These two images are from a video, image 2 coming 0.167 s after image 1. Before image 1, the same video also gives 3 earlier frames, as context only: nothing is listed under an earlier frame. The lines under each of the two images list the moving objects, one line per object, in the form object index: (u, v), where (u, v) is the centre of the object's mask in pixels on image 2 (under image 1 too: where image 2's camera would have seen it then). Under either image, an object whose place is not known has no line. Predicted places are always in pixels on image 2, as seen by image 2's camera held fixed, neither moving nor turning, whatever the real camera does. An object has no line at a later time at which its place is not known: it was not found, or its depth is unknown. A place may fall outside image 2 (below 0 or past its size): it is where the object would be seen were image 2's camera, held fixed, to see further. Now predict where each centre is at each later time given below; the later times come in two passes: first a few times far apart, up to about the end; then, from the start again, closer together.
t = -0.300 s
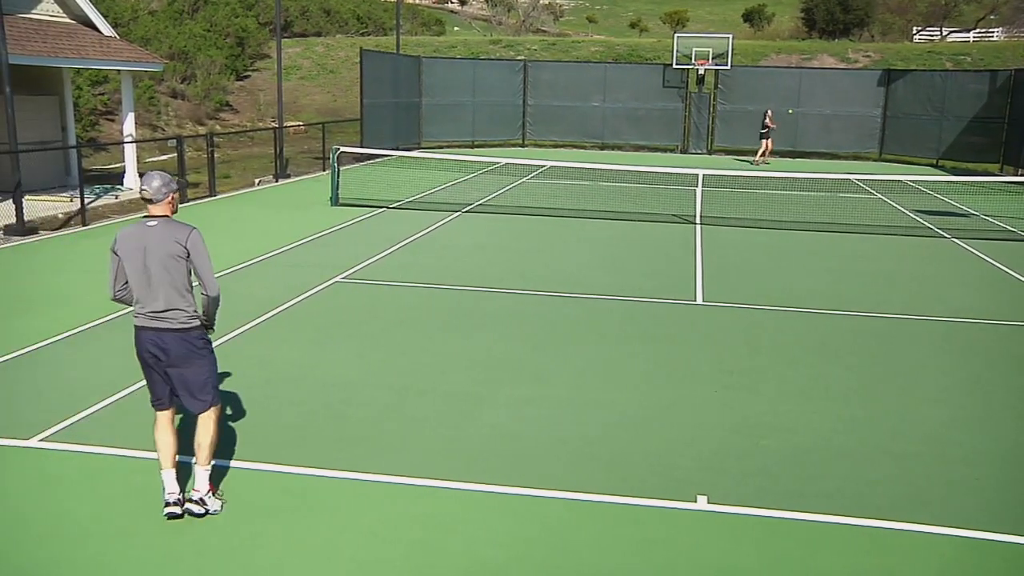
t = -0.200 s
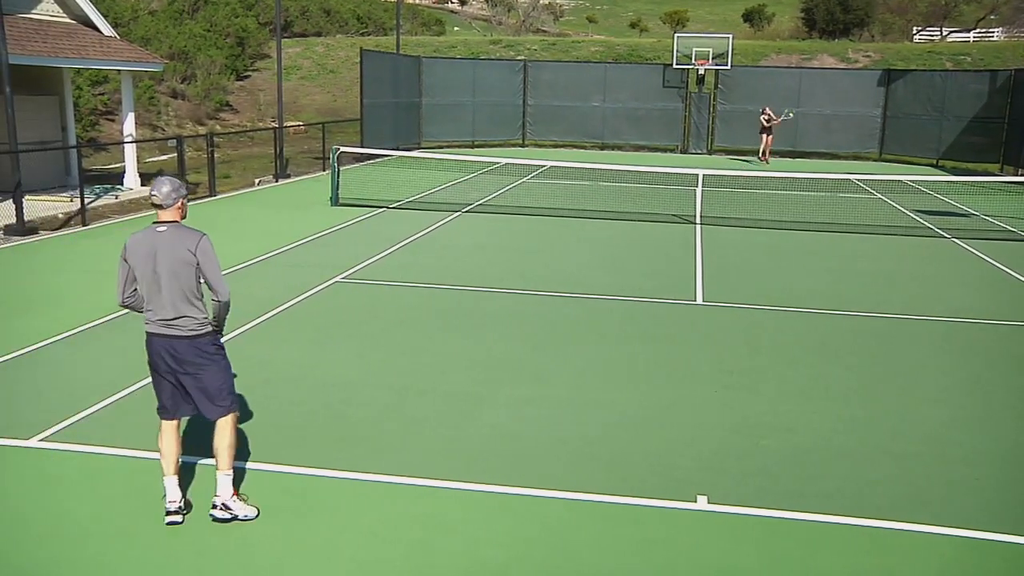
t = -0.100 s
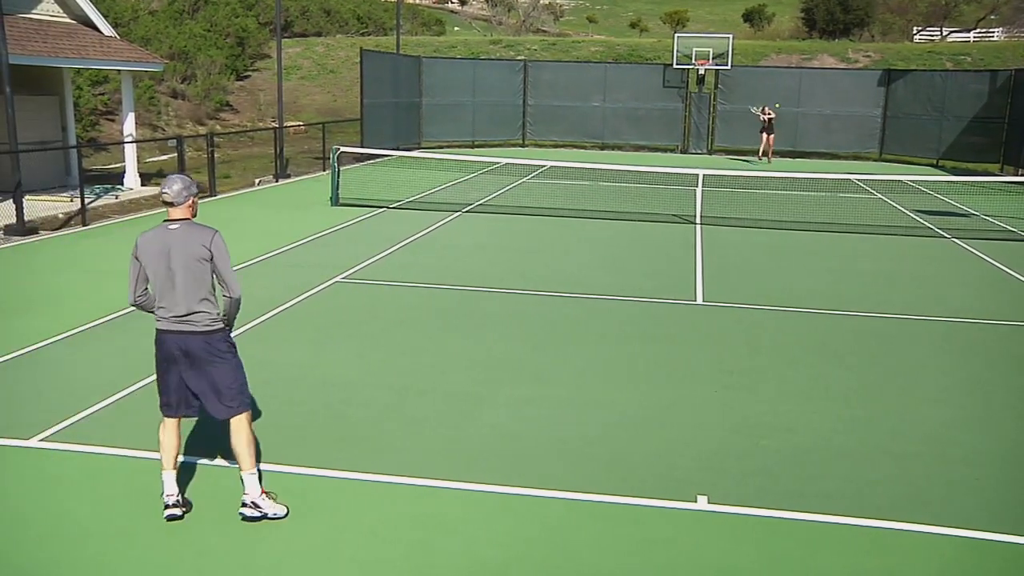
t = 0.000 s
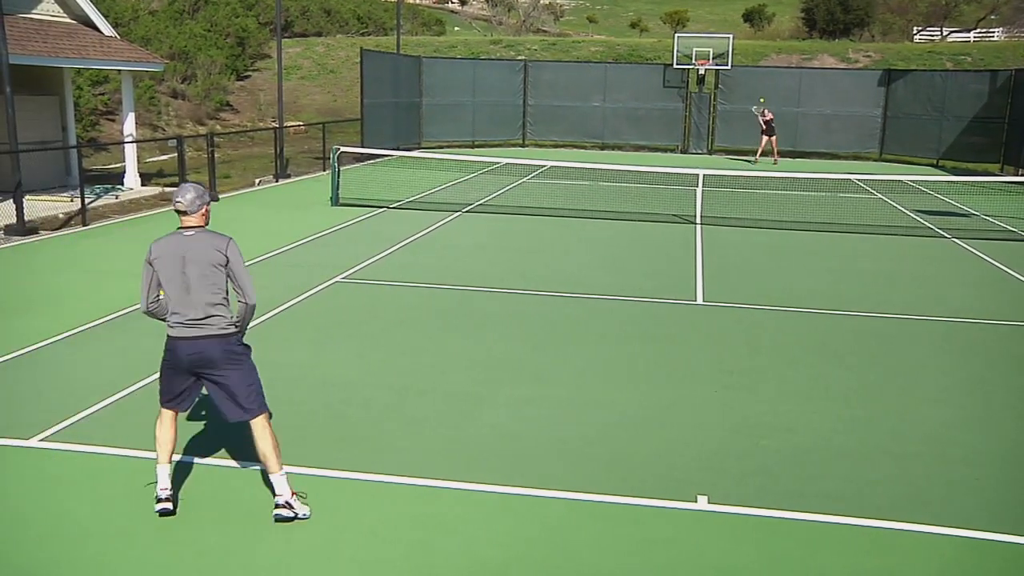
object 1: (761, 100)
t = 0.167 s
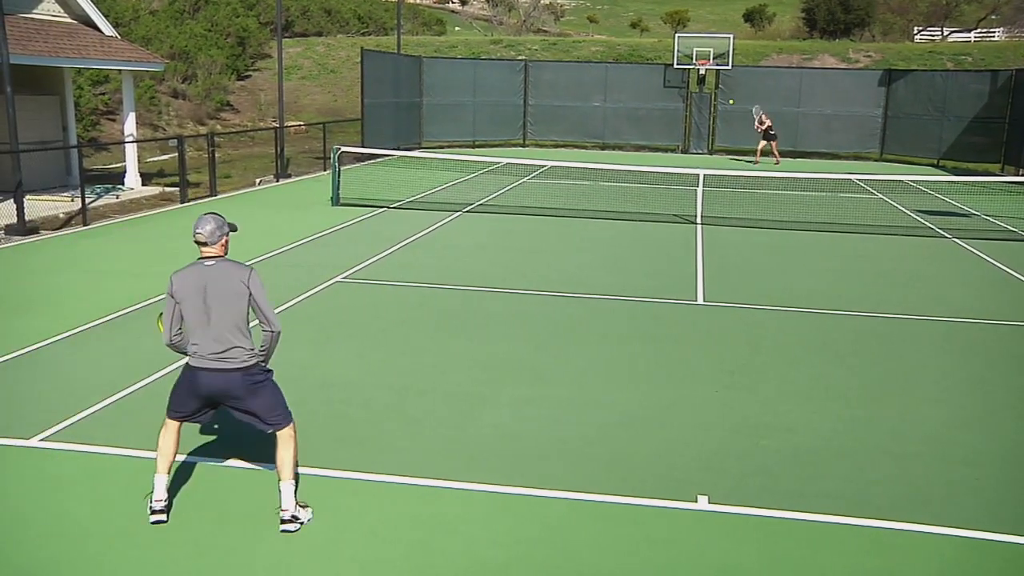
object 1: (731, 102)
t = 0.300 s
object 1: (699, 116)
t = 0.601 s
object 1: (593, 220)
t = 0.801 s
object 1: (499, 276)
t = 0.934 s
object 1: (437, 248)
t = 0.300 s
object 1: (699, 116)
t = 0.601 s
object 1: (593, 220)
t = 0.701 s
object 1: (541, 292)
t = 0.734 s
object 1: (524, 296)
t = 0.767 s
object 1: (512, 285)
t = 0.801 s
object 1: (499, 276)
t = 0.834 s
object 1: (485, 267)
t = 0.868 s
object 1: (470, 260)
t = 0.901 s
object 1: (454, 253)
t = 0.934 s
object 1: (437, 248)
